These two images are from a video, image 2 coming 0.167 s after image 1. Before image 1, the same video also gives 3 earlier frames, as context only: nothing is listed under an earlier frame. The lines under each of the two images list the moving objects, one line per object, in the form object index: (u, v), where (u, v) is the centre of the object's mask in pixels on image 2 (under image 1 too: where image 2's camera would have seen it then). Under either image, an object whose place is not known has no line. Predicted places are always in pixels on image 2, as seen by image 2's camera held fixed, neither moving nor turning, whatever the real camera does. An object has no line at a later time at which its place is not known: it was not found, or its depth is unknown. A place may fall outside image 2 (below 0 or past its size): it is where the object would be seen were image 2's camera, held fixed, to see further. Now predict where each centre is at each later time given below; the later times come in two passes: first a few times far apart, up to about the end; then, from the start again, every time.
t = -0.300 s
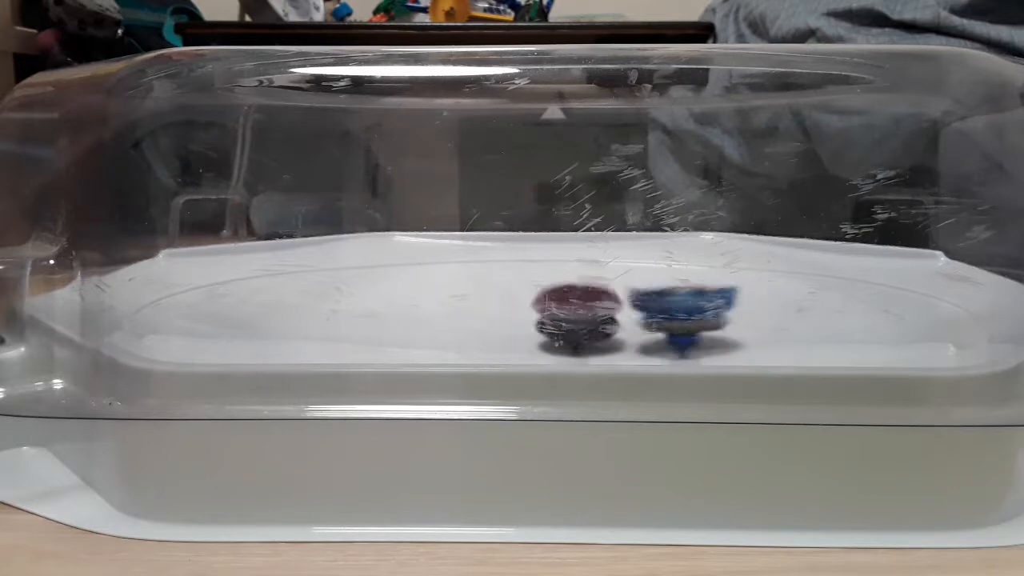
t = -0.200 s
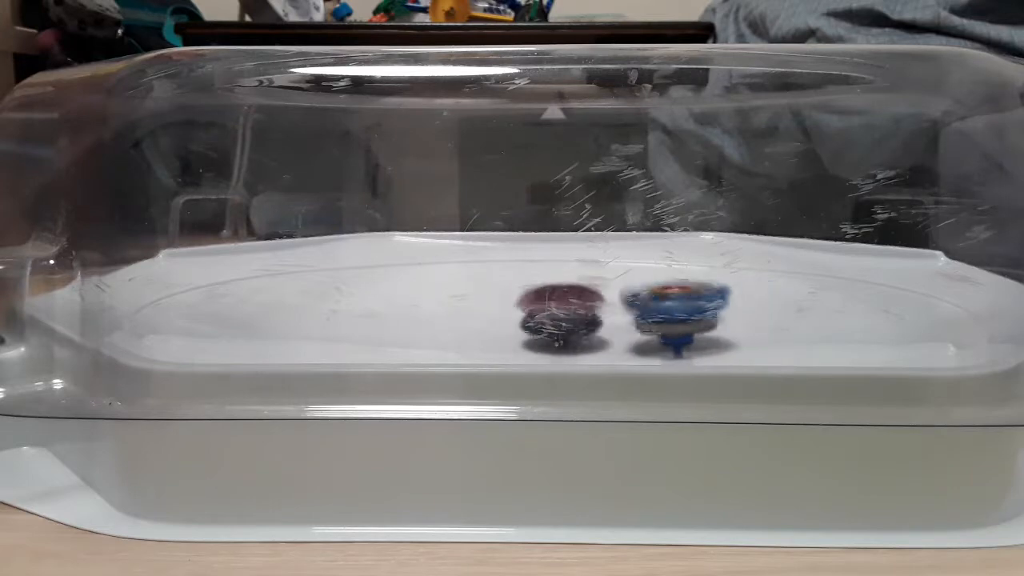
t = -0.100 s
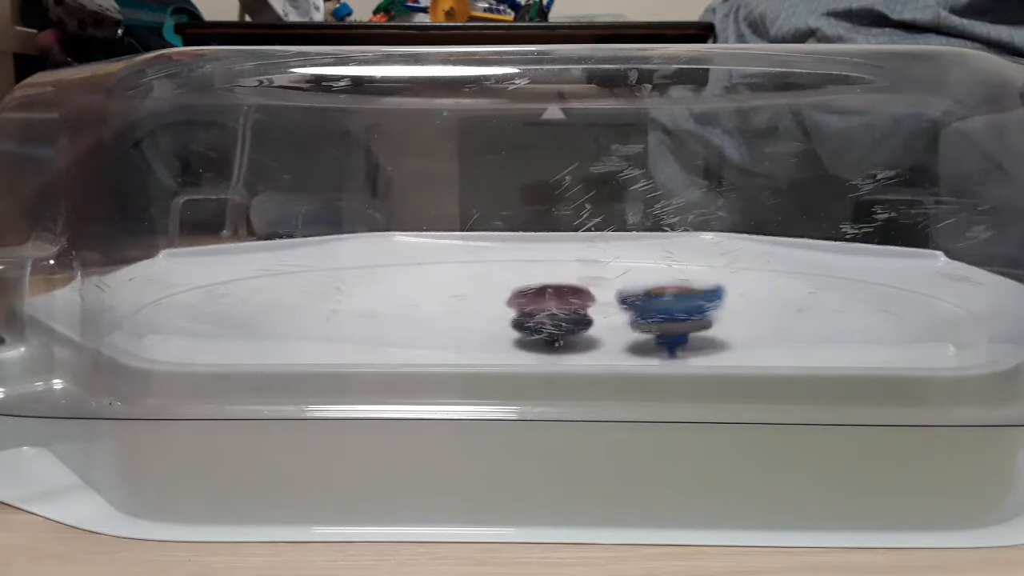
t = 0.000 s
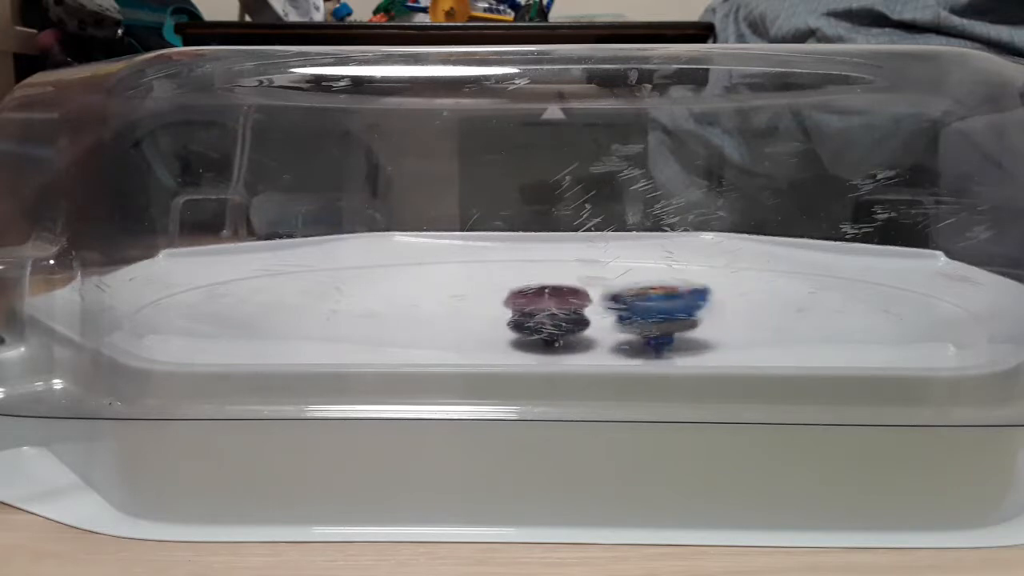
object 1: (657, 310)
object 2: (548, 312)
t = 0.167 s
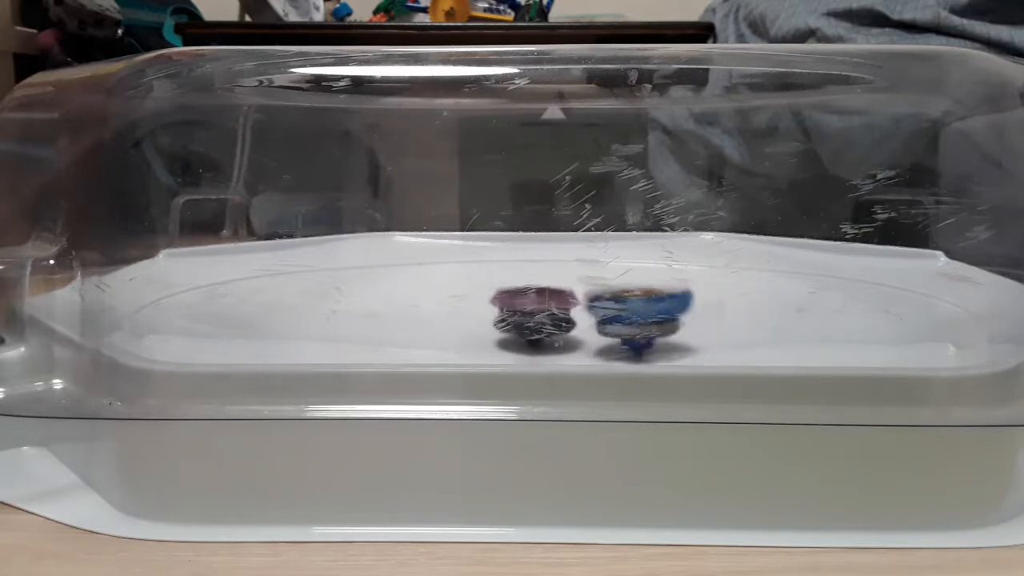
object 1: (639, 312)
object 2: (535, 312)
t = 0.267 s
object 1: (631, 314)
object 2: (530, 313)
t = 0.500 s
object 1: (621, 319)
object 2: (503, 310)
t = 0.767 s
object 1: (599, 319)
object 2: (493, 307)
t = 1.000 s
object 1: (566, 314)
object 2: (487, 304)
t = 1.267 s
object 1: (560, 320)
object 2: (487, 304)
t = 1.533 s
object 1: (558, 325)
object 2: (489, 302)
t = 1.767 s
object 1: (554, 320)
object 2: (486, 306)
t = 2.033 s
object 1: (560, 321)
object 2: (481, 305)
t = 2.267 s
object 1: (555, 319)
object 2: (477, 307)
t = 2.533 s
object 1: (576, 315)
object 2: (469, 308)
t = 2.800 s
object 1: (583, 317)
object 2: (465, 309)
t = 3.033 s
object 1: (575, 315)
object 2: (462, 311)
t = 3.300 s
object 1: (582, 309)
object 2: (460, 313)
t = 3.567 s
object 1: (576, 312)
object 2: (458, 314)
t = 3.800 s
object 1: (583, 312)
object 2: (459, 315)
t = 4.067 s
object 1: (566, 318)
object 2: (464, 317)
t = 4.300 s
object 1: (572, 319)
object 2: (434, 313)
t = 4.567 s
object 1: (569, 323)
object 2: (407, 304)
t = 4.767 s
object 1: (569, 323)
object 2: (414, 304)
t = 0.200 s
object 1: (635, 313)
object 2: (533, 313)
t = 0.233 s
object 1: (634, 315)
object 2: (532, 313)
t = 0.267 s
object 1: (631, 314)
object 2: (530, 313)
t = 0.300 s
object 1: (627, 317)
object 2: (529, 314)
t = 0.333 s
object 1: (624, 316)
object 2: (527, 314)
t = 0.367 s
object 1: (623, 316)
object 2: (521, 313)
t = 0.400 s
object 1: (621, 317)
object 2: (516, 312)
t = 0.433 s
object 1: (621, 317)
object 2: (511, 311)
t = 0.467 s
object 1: (620, 318)
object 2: (507, 311)
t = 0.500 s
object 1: (621, 319)
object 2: (503, 310)
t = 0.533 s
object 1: (619, 319)
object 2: (499, 309)
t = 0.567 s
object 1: (619, 319)
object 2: (497, 308)
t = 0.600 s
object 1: (616, 320)
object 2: (496, 308)
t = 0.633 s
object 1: (616, 320)
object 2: (495, 308)
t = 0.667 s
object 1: (613, 320)
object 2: (493, 308)
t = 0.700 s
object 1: (611, 320)
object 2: (493, 307)
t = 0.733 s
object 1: (605, 320)
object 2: (493, 307)
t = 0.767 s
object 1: (599, 319)
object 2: (493, 307)
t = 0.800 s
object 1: (594, 320)
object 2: (493, 307)
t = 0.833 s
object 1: (587, 318)
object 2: (492, 307)
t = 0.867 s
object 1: (581, 319)
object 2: (492, 307)
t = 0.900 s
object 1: (577, 318)
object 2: (492, 307)
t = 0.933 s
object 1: (573, 318)
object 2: (492, 306)
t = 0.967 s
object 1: (568, 316)
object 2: (490, 306)
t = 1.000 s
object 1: (566, 314)
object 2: (487, 304)
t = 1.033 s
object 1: (565, 315)
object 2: (486, 304)
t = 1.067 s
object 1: (566, 318)
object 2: (484, 303)
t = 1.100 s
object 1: (567, 319)
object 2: (485, 303)
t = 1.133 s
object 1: (566, 319)
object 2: (485, 303)
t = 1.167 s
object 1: (565, 320)
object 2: (485, 303)
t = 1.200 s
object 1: (564, 320)
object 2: (486, 303)
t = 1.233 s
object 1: (562, 320)
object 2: (487, 304)
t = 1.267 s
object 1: (560, 320)
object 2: (487, 304)
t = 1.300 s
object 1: (558, 321)
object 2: (487, 305)
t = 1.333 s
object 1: (558, 321)
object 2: (488, 305)
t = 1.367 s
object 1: (560, 322)
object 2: (488, 304)
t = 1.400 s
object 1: (558, 323)
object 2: (489, 302)
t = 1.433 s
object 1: (557, 324)
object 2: (490, 302)
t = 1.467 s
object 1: (558, 324)
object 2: (490, 302)
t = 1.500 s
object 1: (558, 323)
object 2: (491, 302)
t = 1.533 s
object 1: (558, 325)
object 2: (489, 302)
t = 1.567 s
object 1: (555, 324)
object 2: (490, 302)
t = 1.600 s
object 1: (555, 325)
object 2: (491, 303)
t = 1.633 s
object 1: (556, 327)
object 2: (489, 303)
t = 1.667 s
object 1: (554, 325)
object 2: (489, 304)
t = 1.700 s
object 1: (553, 324)
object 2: (487, 304)
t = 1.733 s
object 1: (554, 321)
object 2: (486, 305)
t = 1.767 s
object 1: (554, 320)
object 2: (486, 306)
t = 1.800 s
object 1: (556, 321)
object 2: (485, 306)
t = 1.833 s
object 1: (559, 320)
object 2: (485, 305)
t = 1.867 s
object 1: (560, 320)
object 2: (486, 305)
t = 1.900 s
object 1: (559, 319)
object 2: (486, 305)
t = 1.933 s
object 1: (558, 322)
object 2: (485, 306)
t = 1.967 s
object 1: (560, 321)
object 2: (483, 305)
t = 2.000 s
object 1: (564, 321)
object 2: (483, 305)
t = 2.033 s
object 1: (560, 321)
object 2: (481, 305)
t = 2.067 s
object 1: (558, 320)
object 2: (480, 306)
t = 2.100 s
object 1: (559, 322)
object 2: (480, 306)
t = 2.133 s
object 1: (556, 321)
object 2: (479, 306)
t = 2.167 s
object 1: (556, 322)
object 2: (478, 306)
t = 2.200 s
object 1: (556, 322)
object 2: (478, 307)
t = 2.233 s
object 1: (558, 320)
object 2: (477, 307)
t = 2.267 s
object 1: (555, 319)
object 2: (477, 307)
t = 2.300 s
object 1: (555, 317)
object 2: (474, 308)
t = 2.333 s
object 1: (559, 316)
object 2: (472, 308)
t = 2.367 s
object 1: (561, 316)
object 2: (472, 308)
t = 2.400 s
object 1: (563, 315)
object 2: (471, 308)
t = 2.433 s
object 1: (567, 316)
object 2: (470, 308)
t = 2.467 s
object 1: (572, 315)
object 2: (470, 308)
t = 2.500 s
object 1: (575, 315)
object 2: (469, 308)
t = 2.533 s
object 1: (576, 315)
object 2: (469, 308)
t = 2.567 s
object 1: (576, 317)
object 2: (468, 308)
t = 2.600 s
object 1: (580, 316)
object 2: (468, 308)
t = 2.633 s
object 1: (581, 317)
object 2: (468, 308)
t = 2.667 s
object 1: (583, 315)
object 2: (467, 308)
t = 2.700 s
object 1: (583, 317)
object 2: (467, 308)
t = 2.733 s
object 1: (582, 316)
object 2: (466, 309)
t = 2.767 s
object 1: (583, 318)
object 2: (466, 309)
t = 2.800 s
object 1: (583, 317)
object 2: (465, 309)
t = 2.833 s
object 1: (583, 316)
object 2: (465, 310)
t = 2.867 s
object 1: (581, 317)
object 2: (464, 310)
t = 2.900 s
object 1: (580, 317)
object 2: (464, 309)
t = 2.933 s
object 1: (580, 316)
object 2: (464, 310)
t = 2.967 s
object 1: (576, 313)
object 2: (463, 310)
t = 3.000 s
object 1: (575, 315)
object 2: (463, 310)
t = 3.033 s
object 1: (575, 315)
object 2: (462, 311)
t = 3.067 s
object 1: (575, 315)
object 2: (462, 311)
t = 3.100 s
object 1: (575, 313)
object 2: (462, 311)
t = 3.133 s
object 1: (576, 311)
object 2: (461, 312)
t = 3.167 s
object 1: (575, 310)
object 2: (461, 312)
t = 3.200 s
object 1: (575, 309)
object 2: (461, 312)
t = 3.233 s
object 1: (577, 309)
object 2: (460, 312)
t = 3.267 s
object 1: (581, 310)
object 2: (460, 312)
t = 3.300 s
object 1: (582, 309)
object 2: (460, 313)
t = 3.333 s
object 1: (581, 310)
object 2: (460, 313)
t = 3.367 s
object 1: (580, 309)
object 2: (459, 313)
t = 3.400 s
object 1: (579, 310)
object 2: (459, 314)
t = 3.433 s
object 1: (578, 312)
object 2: (459, 314)
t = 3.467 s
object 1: (582, 310)
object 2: (459, 314)
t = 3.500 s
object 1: (583, 309)
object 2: (459, 314)
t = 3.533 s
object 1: (581, 310)
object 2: (459, 314)
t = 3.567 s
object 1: (576, 312)
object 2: (458, 314)
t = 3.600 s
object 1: (572, 313)
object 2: (458, 314)
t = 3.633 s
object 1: (571, 310)
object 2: (458, 315)
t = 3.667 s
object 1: (572, 309)
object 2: (458, 315)
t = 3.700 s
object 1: (578, 310)
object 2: (458, 315)
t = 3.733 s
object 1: (580, 316)
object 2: (458, 315)
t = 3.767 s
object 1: (581, 316)
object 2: (458, 315)
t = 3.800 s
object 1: (583, 312)
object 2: (459, 315)
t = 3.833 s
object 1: (583, 311)
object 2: (459, 315)
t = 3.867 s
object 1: (582, 310)
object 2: (459, 315)
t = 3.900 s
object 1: (579, 310)
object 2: (460, 316)
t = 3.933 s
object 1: (575, 310)
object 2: (461, 316)
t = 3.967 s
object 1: (573, 310)
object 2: (461, 316)
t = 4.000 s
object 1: (571, 314)
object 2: (462, 316)
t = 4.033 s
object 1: (568, 316)
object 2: (463, 317)
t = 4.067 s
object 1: (566, 318)
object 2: (464, 317)
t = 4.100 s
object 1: (564, 317)
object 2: (465, 317)
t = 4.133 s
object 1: (564, 317)
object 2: (464, 317)
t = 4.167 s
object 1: (562, 316)
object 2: (462, 317)
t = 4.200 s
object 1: (559, 315)
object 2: (461, 317)
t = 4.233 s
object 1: (562, 317)
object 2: (453, 316)
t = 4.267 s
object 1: (569, 319)
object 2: (442, 314)
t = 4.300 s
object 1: (572, 319)
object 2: (434, 313)
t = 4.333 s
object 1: (570, 321)
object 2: (428, 312)
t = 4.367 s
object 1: (568, 321)
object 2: (422, 311)
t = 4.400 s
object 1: (569, 321)
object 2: (416, 310)
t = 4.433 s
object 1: (571, 323)
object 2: (412, 308)
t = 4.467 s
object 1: (570, 323)
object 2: (409, 306)
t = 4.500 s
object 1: (569, 323)
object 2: (407, 305)
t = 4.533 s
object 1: (569, 323)
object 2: (406, 304)
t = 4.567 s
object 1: (569, 323)
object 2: (407, 304)
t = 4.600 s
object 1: (569, 323)
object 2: (408, 303)
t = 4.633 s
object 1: (569, 323)
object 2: (410, 304)
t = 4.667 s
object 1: (569, 323)
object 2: (411, 303)
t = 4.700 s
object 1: (569, 323)
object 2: (411, 303)
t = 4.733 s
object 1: (569, 323)
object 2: (412, 303)
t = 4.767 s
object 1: (569, 323)
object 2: (414, 304)
